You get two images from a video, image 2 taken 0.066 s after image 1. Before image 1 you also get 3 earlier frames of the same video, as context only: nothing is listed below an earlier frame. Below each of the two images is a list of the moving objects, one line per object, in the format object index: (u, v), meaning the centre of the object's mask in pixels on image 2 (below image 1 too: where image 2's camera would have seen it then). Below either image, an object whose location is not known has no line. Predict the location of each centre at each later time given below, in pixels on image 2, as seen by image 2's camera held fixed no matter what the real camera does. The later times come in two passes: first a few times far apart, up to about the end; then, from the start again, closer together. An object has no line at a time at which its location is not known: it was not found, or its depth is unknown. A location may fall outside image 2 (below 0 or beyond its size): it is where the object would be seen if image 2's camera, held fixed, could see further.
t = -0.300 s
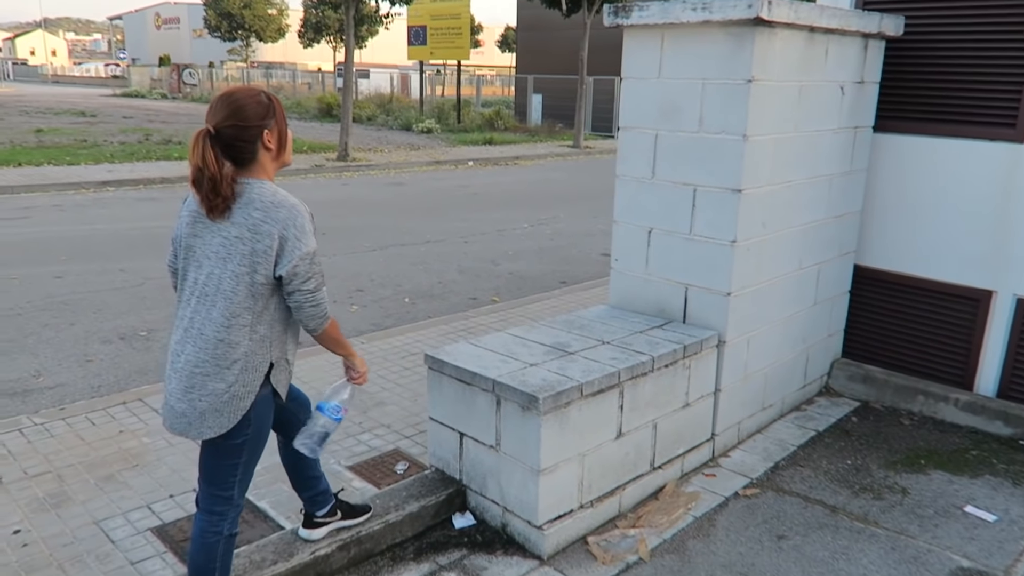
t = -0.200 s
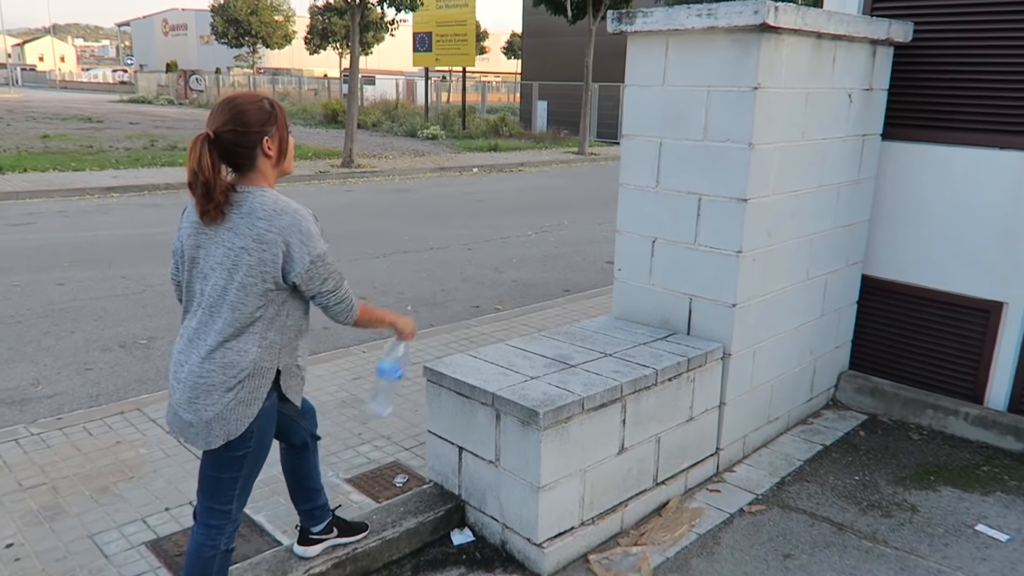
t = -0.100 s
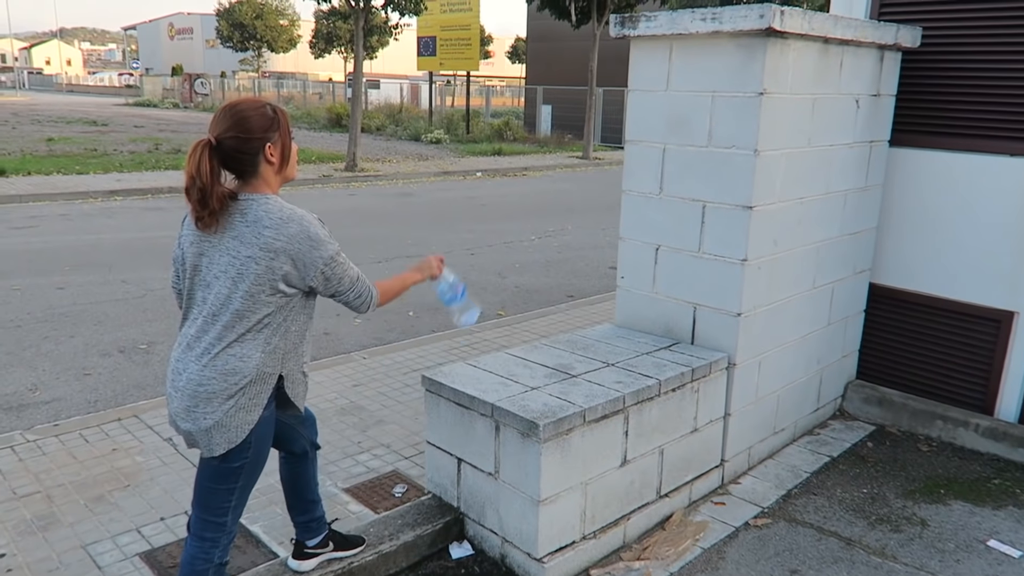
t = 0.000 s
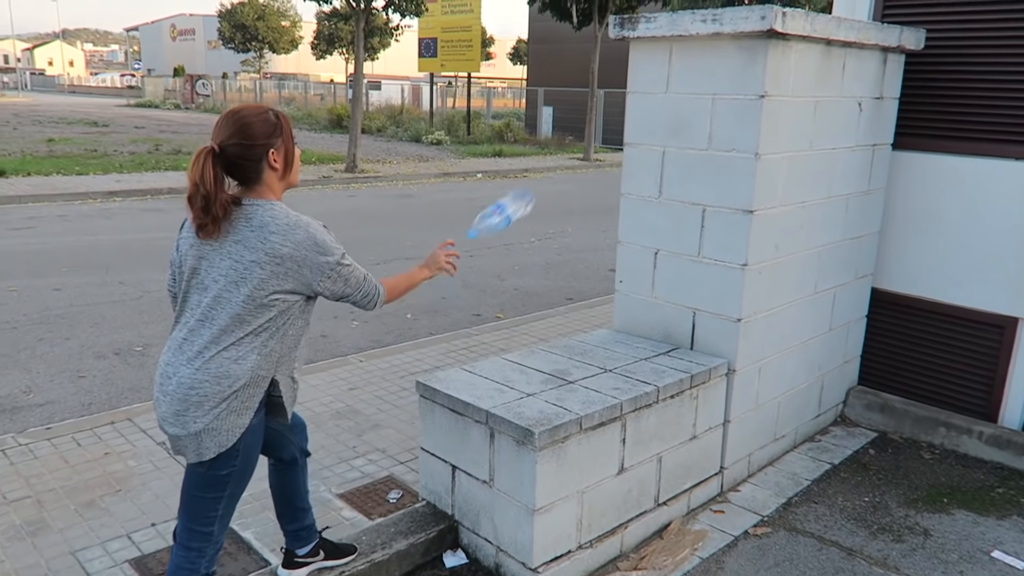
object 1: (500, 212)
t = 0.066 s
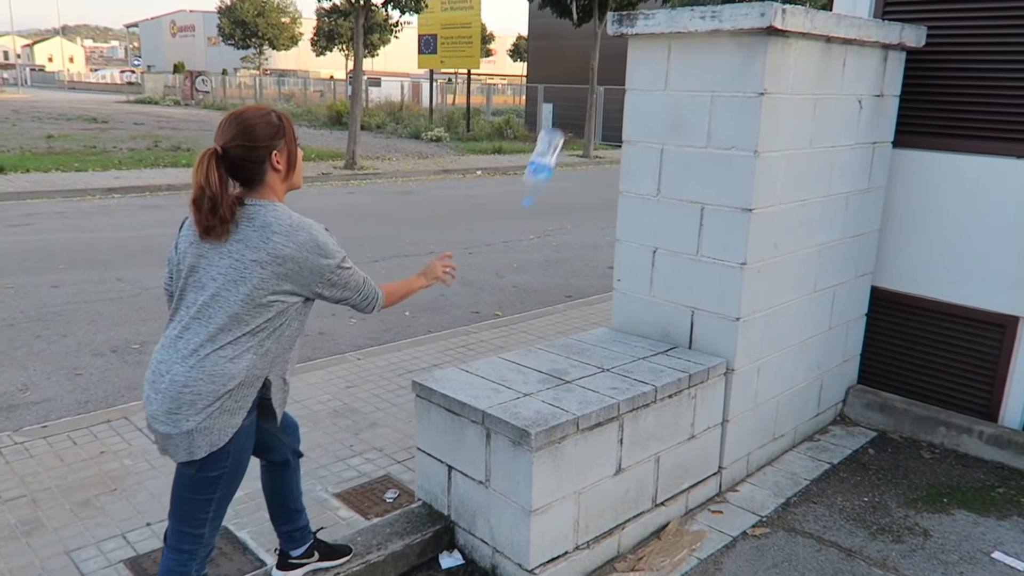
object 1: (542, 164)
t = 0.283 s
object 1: (651, 80)
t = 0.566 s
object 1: (671, 149)
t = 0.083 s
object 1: (552, 153)
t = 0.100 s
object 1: (562, 143)
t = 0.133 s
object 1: (581, 124)
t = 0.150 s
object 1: (590, 116)
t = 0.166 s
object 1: (598, 108)
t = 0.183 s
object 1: (607, 101)
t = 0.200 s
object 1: (614, 95)
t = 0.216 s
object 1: (622, 90)
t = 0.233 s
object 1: (629, 86)
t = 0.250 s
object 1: (637, 83)
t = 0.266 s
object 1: (643, 82)
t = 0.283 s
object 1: (651, 80)
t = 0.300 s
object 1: (657, 81)
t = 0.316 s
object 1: (663, 81)
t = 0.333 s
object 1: (665, 83)
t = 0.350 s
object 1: (667, 83)
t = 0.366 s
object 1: (669, 85)
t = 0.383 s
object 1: (671, 88)
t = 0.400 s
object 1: (673, 90)
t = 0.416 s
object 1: (675, 94)
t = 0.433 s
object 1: (676, 98)
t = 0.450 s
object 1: (677, 101)
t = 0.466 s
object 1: (676, 105)
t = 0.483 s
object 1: (675, 109)
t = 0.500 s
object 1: (675, 116)
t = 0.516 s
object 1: (674, 123)
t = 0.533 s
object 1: (674, 131)
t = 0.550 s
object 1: (673, 141)
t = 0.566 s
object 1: (671, 149)
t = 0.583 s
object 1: (670, 158)
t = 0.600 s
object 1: (669, 169)
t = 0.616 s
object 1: (667, 182)
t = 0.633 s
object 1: (666, 194)
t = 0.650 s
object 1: (665, 207)
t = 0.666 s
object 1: (663, 220)
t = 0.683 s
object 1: (662, 234)
